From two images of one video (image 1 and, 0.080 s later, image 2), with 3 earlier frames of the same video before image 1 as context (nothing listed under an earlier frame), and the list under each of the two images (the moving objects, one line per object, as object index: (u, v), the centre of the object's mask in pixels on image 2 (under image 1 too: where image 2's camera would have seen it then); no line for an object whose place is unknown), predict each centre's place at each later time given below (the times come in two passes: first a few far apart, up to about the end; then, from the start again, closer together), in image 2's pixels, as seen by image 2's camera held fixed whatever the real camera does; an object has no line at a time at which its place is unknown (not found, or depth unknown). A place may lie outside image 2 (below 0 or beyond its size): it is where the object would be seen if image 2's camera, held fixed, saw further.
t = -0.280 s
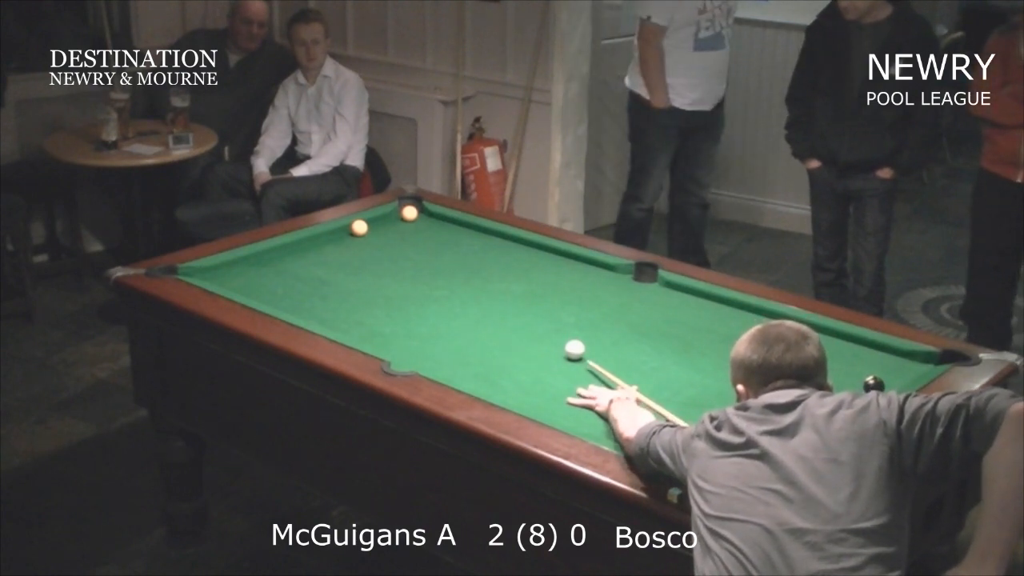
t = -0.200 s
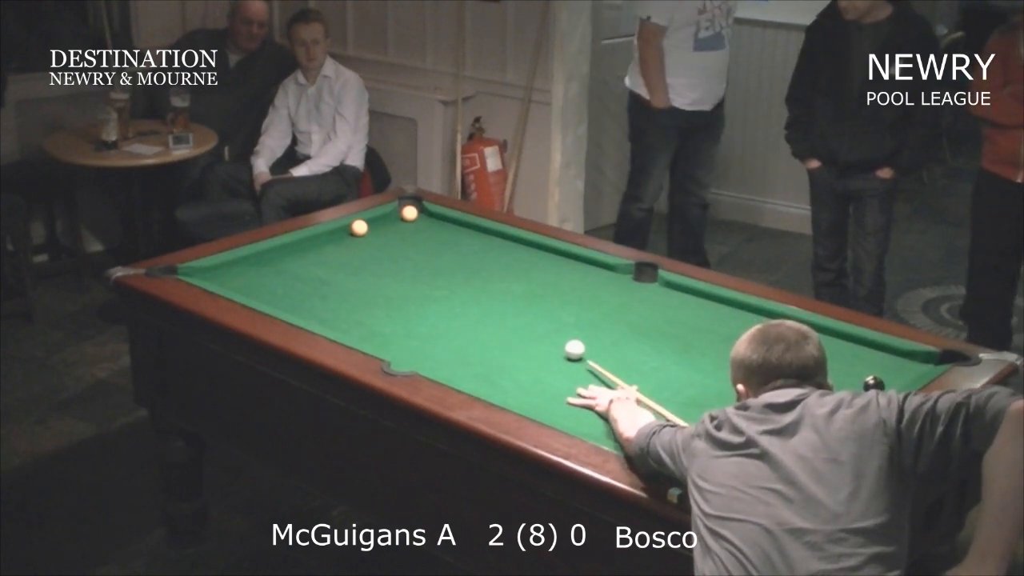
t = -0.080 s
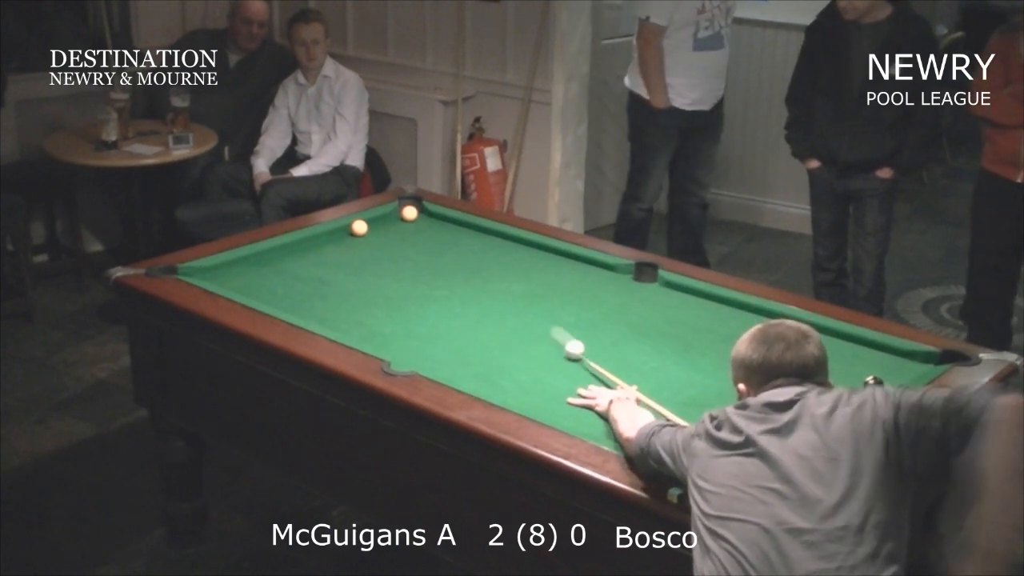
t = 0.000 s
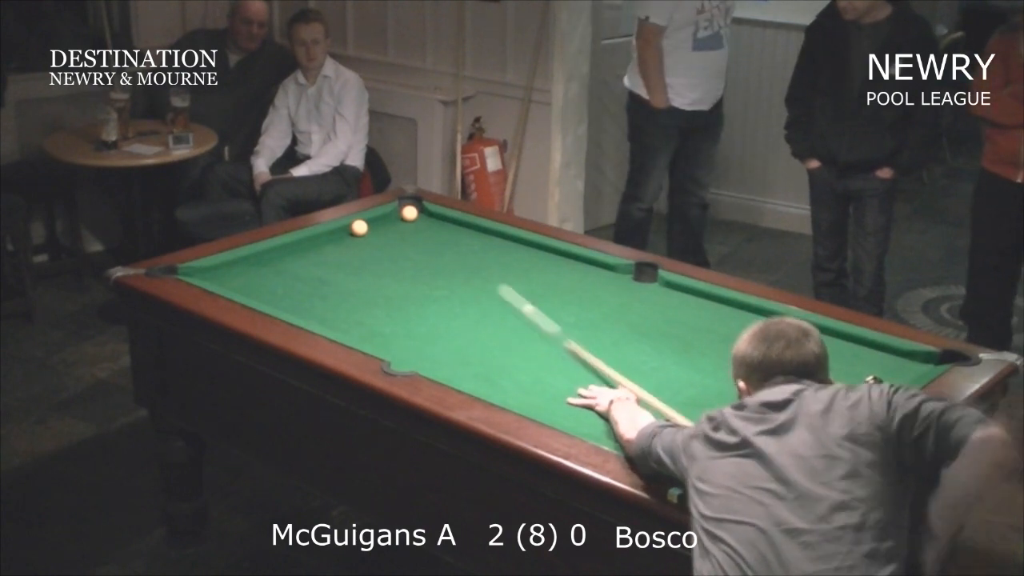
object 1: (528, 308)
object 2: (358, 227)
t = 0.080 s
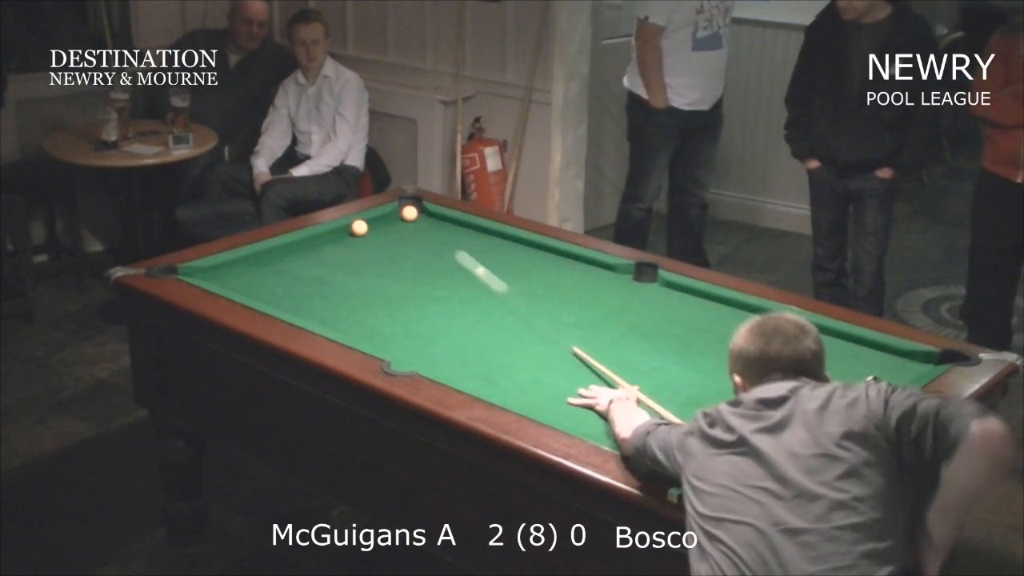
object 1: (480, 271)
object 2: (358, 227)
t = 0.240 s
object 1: (409, 219)
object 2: (358, 227)
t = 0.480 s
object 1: (380, 225)
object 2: (358, 227)
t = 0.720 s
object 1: (374, 230)
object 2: (343, 229)
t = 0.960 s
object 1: (373, 234)
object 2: (339, 232)
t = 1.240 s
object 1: (371, 238)
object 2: (336, 234)
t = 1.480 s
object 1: (370, 241)
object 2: (333, 238)
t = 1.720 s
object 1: (369, 243)
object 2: (330, 239)
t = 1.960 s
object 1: (368, 244)
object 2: (329, 240)
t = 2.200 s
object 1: (367, 245)
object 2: (328, 241)
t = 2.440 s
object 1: (368, 245)
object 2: (328, 242)
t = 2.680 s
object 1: (367, 245)
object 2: (328, 242)
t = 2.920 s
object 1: (367, 245)
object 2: (328, 242)
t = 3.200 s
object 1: (367, 245)
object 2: (328, 242)
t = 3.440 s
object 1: (367, 245)
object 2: (328, 242)
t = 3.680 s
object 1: (367, 245)
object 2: (328, 242)
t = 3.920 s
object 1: (367, 245)
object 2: (328, 242)
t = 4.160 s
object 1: (367, 245)
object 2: (328, 242)
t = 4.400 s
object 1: (367, 245)
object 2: (328, 242)
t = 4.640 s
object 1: (367, 245)
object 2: (328, 242)
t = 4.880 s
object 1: (367, 245)
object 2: (328, 242)
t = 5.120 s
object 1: (367, 245)
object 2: (328, 242)
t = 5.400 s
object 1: (367, 245)
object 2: (328, 242)
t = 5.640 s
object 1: (367, 245)
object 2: (328, 242)
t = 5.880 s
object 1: (367, 245)
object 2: (328, 242)
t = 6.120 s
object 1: (367, 245)
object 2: (328, 242)
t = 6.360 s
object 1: (367, 245)
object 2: (328, 242)
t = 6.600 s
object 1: (367, 245)
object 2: (328, 242)
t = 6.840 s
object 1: (367, 245)
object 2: (328, 242)
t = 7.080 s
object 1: (367, 245)
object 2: (328, 242)
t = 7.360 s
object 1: (367, 245)
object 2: (328, 242)
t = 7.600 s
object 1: (367, 245)
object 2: (328, 242)
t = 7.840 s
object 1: (367, 245)
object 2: (328, 242)
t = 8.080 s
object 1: (367, 245)
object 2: (328, 242)
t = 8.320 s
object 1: (367, 245)
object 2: (328, 242)
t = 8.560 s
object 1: (367, 245)
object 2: (328, 242)
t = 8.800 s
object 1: (367, 245)
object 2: (328, 242)
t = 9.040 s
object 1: (367, 245)
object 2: (328, 242)
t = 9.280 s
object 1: (367, 245)
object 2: (328, 242)
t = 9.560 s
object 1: (367, 245)
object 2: (328, 242)
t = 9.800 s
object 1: (367, 245)
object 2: (328, 242)
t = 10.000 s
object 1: (367, 245)
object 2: (328, 242)
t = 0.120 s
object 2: (358, 227)
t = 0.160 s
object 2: (358, 227)
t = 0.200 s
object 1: (424, 225)
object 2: (358, 227)
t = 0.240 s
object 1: (409, 219)
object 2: (358, 227)
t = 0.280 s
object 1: (402, 220)
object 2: (358, 227)
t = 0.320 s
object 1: (398, 221)
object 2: (358, 227)
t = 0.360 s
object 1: (393, 222)
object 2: (358, 227)
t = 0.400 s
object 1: (389, 223)
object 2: (358, 227)
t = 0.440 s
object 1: (384, 224)
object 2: (358, 227)
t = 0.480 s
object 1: (380, 225)
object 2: (358, 227)
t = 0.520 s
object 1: (376, 226)
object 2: (358, 227)
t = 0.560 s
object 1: (374, 227)
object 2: (356, 228)
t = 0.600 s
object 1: (374, 228)
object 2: (352, 228)
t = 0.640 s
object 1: (374, 229)
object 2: (349, 228)
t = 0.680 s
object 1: (374, 229)
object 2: (347, 228)
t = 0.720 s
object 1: (374, 230)
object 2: (343, 229)
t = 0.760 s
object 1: (373, 231)
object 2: (342, 229)
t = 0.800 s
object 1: (373, 232)
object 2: (341, 230)
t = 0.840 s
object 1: (373, 232)
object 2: (341, 230)
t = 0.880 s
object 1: (373, 233)
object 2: (341, 231)
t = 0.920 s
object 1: (373, 234)
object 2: (340, 231)
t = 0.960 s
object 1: (373, 234)
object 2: (339, 232)
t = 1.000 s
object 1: (372, 235)
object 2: (339, 232)
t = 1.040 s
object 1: (372, 235)
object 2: (338, 233)
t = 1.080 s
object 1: (372, 236)
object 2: (338, 233)
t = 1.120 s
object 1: (372, 237)
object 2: (337, 234)
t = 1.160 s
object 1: (371, 237)
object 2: (336, 234)
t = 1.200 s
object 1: (371, 238)
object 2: (336, 234)
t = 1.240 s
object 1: (371, 238)
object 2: (336, 234)
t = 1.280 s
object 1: (371, 239)
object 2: (335, 235)
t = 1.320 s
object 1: (371, 239)
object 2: (335, 236)
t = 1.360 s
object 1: (370, 240)
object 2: (334, 236)
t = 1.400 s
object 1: (370, 240)
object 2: (334, 237)
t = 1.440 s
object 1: (370, 241)
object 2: (333, 237)
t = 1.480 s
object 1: (370, 241)
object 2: (333, 238)
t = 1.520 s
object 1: (370, 241)
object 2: (332, 238)
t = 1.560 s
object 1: (370, 242)
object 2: (332, 238)
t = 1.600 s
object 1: (370, 242)
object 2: (332, 239)
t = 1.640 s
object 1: (369, 242)
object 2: (331, 239)
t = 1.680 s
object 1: (369, 243)
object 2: (331, 239)
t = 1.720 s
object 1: (369, 243)
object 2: (330, 239)
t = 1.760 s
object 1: (369, 243)
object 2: (330, 240)
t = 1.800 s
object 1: (369, 243)
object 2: (330, 240)
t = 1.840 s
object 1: (368, 244)
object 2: (329, 240)
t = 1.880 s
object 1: (368, 244)
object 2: (329, 240)
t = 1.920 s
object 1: (368, 244)
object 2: (329, 240)
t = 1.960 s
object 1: (368, 244)
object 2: (329, 240)
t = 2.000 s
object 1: (368, 244)
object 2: (329, 240)
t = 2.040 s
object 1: (368, 245)
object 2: (329, 241)
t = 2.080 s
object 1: (368, 245)
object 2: (329, 241)
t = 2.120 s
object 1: (368, 245)
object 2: (328, 241)
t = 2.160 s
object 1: (368, 245)
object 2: (328, 242)
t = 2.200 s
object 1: (367, 245)
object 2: (328, 241)
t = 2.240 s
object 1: (367, 245)
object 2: (328, 241)
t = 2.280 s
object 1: (367, 245)
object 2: (328, 242)
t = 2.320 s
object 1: (367, 245)
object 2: (328, 242)
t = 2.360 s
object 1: (367, 245)
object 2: (328, 242)
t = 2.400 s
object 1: (367, 245)
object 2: (328, 242)
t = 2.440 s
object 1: (368, 245)
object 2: (328, 242)
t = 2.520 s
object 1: (367, 245)
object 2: (328, 242)
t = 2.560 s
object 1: (367, 245)
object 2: (328, 242)
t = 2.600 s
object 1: (367, 245)
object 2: (328, 242)
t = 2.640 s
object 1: (367, 245)
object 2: (328, 242)
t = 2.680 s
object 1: (367, 245)
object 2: (328, 242)
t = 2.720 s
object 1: (367, 245)
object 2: (328, 242)
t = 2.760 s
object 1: (367, 245)
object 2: (328, 242)
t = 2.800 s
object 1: (367, 245)
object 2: (328, 242)
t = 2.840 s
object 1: (367, 245)
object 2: (328, 242)
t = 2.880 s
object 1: (367, 245)
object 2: (328, 242)
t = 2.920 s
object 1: (367, 245)
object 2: (328, 242)
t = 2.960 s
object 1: (367, 245)
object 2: (328, 242)
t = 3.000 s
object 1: (367, 245)
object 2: (328, 242)
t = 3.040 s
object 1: (367, 245)
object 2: (328, 242)
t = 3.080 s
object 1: (367, 245)
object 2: (328, 242)
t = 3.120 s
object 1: (367, 245)
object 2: (328, 242)
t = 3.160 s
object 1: (367, 245)
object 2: (328, 242)
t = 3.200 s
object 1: (367, 245)
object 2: (328, 242)
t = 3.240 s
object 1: (367, 245)
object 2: (328, 242)
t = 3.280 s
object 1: (367, 245)
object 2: (328, 242)
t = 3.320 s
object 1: (367, 245)
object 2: (328, 242)
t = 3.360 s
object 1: (367, 245)
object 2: (328, 242)
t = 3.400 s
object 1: (367, 245)
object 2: (328, 242)
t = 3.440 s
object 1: (367, 245)
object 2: (328, 242)
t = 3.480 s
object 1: (367, 245)
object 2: (328, 242)
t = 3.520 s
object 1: (367, 245)
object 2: (328, 242)
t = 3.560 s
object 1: (367, 245)
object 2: (328, 242)
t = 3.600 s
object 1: (367, 245)
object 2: (328, 242)
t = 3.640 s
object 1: (367, 245)
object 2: (328, 242)
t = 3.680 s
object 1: (367, 245)
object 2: (328, 242)
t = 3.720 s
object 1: (367, 245)
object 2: (328, 242)
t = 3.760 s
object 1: (367, 245)
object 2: (328, 242)
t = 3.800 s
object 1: (367, 245)
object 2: (328, 242)
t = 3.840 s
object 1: (367, 245)
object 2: (328, 242)
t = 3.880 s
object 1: (367, 245)
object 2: (328, 242)
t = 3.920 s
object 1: (367, 245)
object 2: (328, 242)
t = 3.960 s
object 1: (367, 245)
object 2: (328, 242)
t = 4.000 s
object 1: (367, 245)
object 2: (328, 242)
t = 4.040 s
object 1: (367, 245)
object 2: (328, 242)
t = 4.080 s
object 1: (367, 245)
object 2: (328, 242)
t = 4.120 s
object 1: (367, 245)
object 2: (328, 242)
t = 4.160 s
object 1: (367, 245)
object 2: (328, 242)
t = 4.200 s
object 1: (367, 245)
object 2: (328, 242)
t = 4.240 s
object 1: (367, 245)
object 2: (328, 242)
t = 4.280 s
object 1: (367, 245)
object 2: (328, 242)
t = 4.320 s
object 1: (367, 245)
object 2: (328, 242)
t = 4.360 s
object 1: (367, 245)
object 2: (328, 242)
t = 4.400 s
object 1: (367, 245)
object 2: (328, 242)
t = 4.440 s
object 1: (367, 245)
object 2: (328, 242)
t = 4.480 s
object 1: (367, 245)
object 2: (328, 242)
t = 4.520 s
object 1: (367, 245)
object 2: (328, 242)
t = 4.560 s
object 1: (367, 245)
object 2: (328, 242)
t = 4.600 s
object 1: (367, 245)
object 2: (328, 242)
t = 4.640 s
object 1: (367, 245)
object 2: (328, 242)
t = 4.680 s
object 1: (367, 245)
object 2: (328, 242)
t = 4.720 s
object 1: (367, 245)
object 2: (328, 242)
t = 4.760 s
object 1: (367, 245)
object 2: (328, 242)
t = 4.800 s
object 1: (367, 245)
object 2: (328, 242)
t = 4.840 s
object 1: (367, 245)
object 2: (328, 242)
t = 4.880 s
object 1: (367, 245)
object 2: (328, 242)
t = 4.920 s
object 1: (367, 245)
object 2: (328, 242)
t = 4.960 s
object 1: (367, 245)
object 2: (328, 242)
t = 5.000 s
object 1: (367, 245)
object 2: (328, 242)
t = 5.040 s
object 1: (367, 245)
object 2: (328, 242)
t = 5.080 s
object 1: (367, 245)
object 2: (328, 242)
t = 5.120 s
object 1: (367, 245)
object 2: (328, 242)
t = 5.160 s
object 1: (367, 245)
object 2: (328, 242)
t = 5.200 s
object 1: (367, 245)
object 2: (328, 242)
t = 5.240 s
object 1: (367, 245)
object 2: (328, 242)
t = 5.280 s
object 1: (367, 245)
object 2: (328, 242)
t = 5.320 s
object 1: (367, 245)
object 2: (328, 242)
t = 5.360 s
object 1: (367, 245)
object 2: (328, 242)
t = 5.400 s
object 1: (367, 245)
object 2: (328, 242)
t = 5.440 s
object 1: (367, 245)
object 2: (328, 242)
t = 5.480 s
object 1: (367, 245)
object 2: (328, 242)
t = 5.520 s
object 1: (367, 245)
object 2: (328, 242)
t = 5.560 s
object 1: (367, 245)
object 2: (328, 242)
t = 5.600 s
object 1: (367, 245)
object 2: (328, 242)
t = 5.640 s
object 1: (367, 245)
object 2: (328, 242)
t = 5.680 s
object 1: (367, 245)
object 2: (328, 242)
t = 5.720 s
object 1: (367, 245)
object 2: (328, 242)
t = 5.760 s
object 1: (367, 245)
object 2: (328, 242)
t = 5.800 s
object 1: (367, 245)
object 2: (328, 242)
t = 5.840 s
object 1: (367, 245)
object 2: (328, 242)
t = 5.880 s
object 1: (367, 245)
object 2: (328, 242)
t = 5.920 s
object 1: (367, 245)
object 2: (328, 242)
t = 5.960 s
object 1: (367, 245)
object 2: (328, 242)
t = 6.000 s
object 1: (367, 245)
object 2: (328, 242)
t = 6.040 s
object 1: (367, 245)
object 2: (328, 242)
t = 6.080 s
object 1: (367, 245)
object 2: (328, 242)
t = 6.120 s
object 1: (367, 245)
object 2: (328, 242)
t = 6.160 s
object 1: (367, 245)
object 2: (328, 242)
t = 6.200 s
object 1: (367, 245)
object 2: (328, 242)
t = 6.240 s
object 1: (367, 245)
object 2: (328, 242)
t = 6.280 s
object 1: (367, 245)
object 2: (328, 242)
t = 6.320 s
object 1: (367, 245)
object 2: (328, 242)
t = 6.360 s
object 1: (367, 245)
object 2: (328, 242)
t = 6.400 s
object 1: (367, 245)
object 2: (328, 242)
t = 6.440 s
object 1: (367, 245)
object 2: (328, 242)
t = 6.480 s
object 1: (367, 245)
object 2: (328, 242)
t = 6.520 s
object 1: (367, 245)
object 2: (328, 242)
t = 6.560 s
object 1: (367, 245)
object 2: (328, 242)
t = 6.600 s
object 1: (367, 245)
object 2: (328, 242)
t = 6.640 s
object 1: (367, 245)
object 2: (328, 242)
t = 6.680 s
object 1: (367, 245)
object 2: (328, 242)
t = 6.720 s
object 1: (367, 245)
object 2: (328, 242)
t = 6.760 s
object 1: (367, 245)
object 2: (328, 242)
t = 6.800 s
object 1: (367, 245)
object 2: (328, 242)
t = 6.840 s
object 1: (367, 245)
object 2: (328, 242)
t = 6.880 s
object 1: (367, 245)
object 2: (328, 242)
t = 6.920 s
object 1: (367, 245)
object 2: (328, 242)
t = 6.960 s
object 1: (367, 245)
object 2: (328, 242)
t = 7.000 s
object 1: (367, 245)
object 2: (328, 242)
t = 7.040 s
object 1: (367, 245)
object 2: (328, 242)
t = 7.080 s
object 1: (367, 245)
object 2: (328, 242)
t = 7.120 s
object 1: (367, 245)
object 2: (328, 242)
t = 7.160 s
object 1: (367, 245)
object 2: (328, 242)
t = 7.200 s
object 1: (367, 245)
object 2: (328, 242)
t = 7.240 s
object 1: (367, 245)
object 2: (328, 242)
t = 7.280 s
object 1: (367, 245)
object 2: (328, 242)
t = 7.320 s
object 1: (367, 245)
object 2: (328, 242)
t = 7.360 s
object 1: (367, 245)
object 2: (328, 242)
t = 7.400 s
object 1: (367, 245)
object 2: (328, 242)
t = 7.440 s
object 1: (367, 245)
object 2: (328, 242)
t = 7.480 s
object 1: (367, 245)
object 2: (328, 242)
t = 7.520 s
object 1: (367, 245)
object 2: (328, 242)
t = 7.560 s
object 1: (367, 245)
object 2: (328, 242)
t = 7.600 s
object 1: (367, 245)
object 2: (328, 242)
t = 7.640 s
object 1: (367, 245)
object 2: (328, 242)
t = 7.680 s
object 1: (367, 245)
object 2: (328, 242)
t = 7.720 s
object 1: (367, 245)
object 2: (328, 242)
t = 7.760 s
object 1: (367, 245)
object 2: (328, 242)
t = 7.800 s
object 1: (367, 245)
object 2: (328, 242)
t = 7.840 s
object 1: (367, 245)
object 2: (328, 242)
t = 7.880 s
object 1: (367, 245)
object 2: (328, 242)
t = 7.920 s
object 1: (367, 245)
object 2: (328, 242)
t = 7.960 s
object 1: (367, 245)
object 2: (328, 242)
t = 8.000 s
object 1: (367, 245)
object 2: (328, 242)
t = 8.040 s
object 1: (367, 245)
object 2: (328, 242)
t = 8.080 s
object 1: (367, 245)
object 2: (328, 242)
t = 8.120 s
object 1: (367, 245)
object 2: (328, 242)
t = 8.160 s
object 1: (367, 245)
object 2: (328, 242)
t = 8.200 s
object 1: (367, 245)
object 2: (328, 242)
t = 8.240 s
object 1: (367, 245)
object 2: (328, 242)
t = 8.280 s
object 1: (367, 245)
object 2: (328, 242)
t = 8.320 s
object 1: (367, 245)
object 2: (328, 242)
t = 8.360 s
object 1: (367, 245)
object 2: (328, 242)
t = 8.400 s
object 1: (367, 245)
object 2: (328, 242)
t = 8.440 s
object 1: (367, 245)
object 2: (328, 242)
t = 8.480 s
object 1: (367, 245)
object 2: (328, 242)
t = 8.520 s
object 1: (367, 245)
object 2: (328, 242)
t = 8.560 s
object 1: (367, 245)
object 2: (328, 242)
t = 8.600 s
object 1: (367, 245)
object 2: (328, 242)
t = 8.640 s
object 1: (367, 245)
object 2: (328, 242)
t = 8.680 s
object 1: (367, 245)
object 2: (328, 242)
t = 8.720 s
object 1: (367, 245)
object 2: (328, 242)
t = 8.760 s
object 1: (367, 245)
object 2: (328, 242)
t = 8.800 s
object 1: (367, 245)
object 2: (328, 242)
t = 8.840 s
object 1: (367, 245)
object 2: (328, 242)
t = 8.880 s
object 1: (367, 245)
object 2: (328, 242)
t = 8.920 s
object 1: (367, 245)
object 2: (328, 242)
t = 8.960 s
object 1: (367, 245)
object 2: (328, 242)
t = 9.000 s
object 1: (367, 245)
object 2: (328, 242)
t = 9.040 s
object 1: (367, 245)
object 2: (328, 242)
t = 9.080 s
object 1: (367, 245)
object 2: (328, 242)
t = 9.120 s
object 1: (367, 245)
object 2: (328, 242)
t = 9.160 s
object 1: (367, 245)
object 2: (328, 242)
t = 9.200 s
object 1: (367, 245)
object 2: (328, 242)
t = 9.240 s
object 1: (367, 245)
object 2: (328, 242)
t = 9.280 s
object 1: (367, 245)
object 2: (328, 242)
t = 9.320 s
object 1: (367, 245)
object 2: (328, 242)
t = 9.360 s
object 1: (367, 245)
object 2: (328, 242)
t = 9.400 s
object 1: (367, 245)
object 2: (328, 242)
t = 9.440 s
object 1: (367, 245)
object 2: (328, 242)
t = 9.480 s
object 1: (367, 245)
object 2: (328, 242)
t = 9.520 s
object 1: (367, 245)
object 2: (328, 242)
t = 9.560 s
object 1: (367, 245)
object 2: (328, 242)
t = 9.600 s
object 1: (367, 245)
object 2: (328, 242)
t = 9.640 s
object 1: (367, 245)
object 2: (328, 242)
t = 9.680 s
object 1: (367, 245)
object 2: (328, 242)
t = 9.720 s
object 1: (367, 245)
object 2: (328, 242)
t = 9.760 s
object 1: (367, 245)
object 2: (328, 242)
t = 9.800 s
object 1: (367, 245)
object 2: (328, 242)
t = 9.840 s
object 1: (367, 245)
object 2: (328, 242)
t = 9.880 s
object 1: (367, 245)
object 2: (328, 242)
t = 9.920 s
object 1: (367, 245)
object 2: (328, 242)
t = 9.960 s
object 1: (367, 245)
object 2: (328, 242)
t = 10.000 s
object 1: (367, 245)
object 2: (328, 242)
